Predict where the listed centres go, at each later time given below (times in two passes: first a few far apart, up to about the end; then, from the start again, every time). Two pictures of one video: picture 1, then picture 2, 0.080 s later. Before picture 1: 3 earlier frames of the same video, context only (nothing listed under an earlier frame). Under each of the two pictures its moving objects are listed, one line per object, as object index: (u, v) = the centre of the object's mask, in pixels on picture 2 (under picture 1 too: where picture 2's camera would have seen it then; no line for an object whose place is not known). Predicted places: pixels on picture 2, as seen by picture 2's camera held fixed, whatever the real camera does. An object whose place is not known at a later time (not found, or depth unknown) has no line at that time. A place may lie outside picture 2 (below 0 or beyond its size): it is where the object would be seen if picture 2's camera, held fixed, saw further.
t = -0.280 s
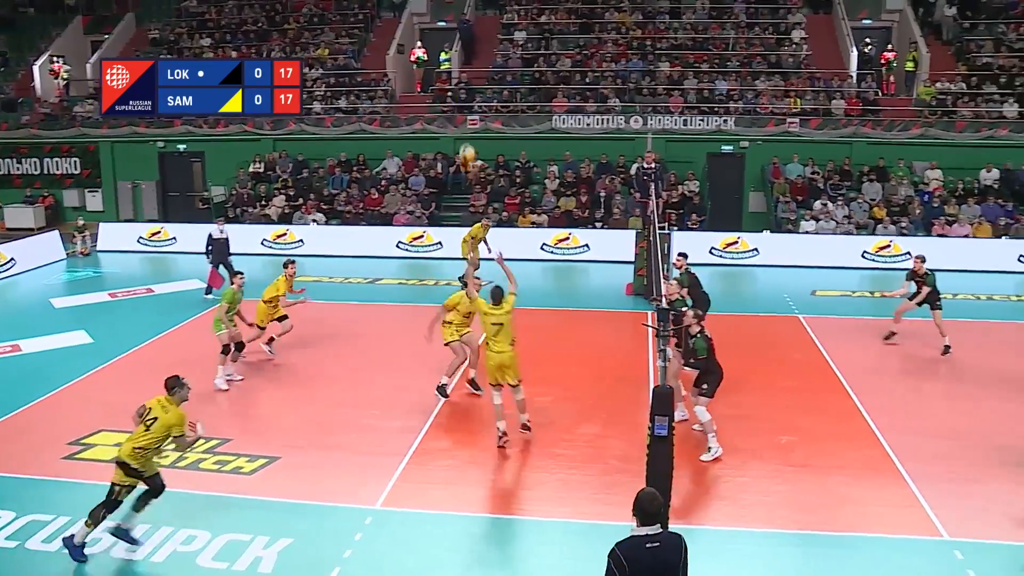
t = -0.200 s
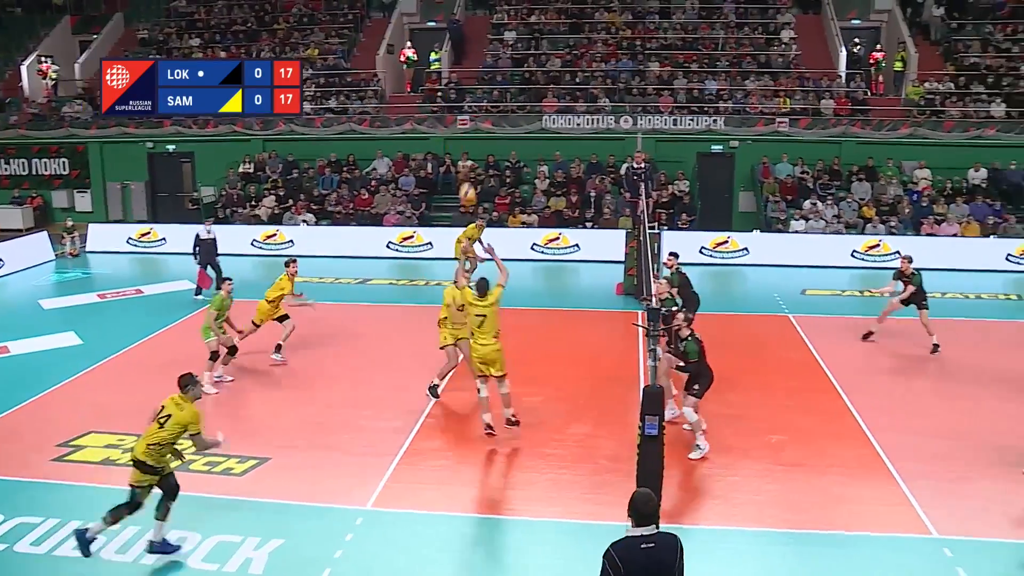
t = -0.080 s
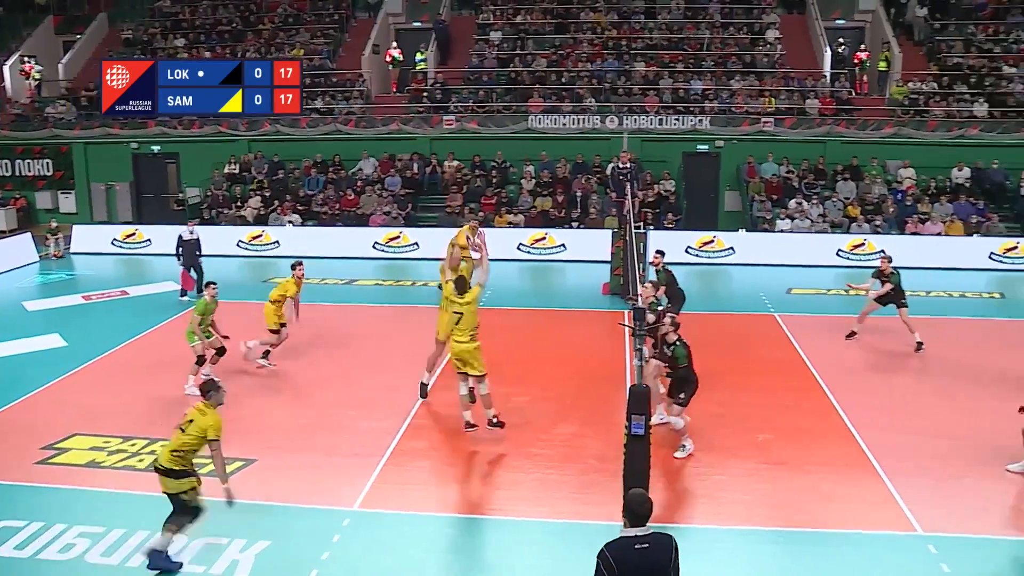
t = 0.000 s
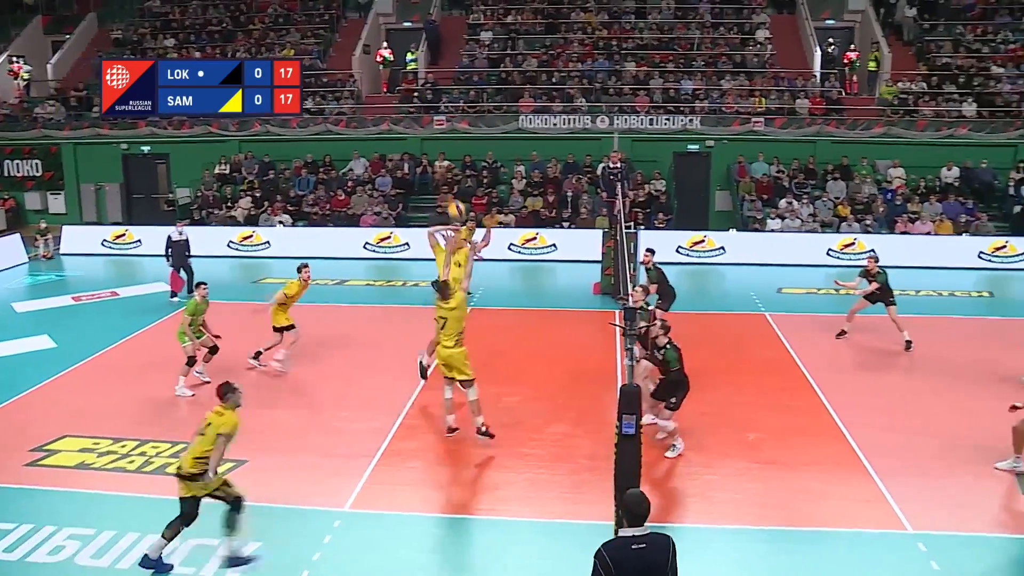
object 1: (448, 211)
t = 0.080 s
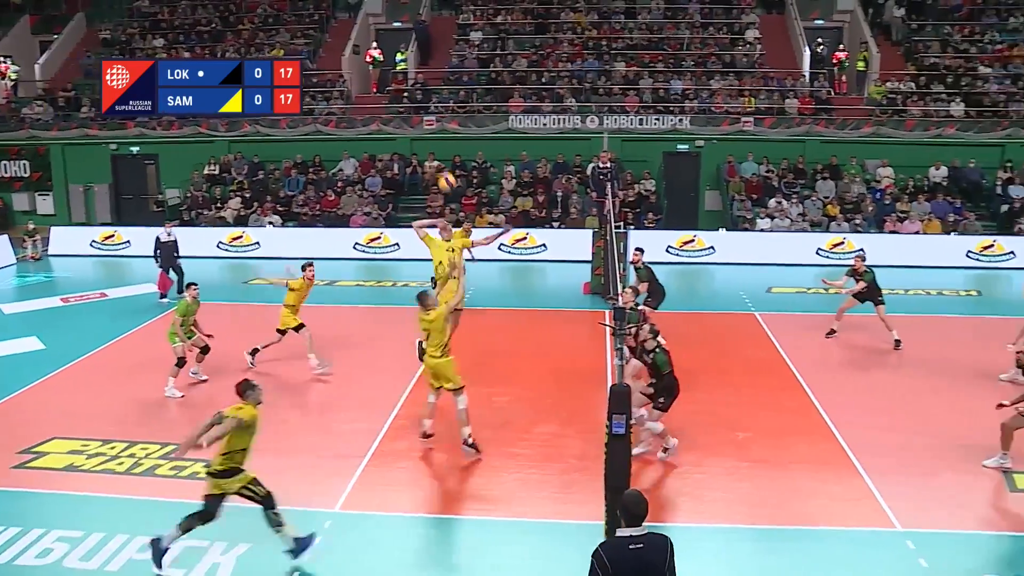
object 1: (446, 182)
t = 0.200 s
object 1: (446, 150)
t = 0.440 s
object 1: (442, 118)
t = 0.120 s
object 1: (446, 170)
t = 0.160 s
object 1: (446, 158)
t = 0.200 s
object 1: (446, 150)
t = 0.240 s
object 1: (447, 141)
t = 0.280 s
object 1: (444, 134)
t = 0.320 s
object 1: (443, 128)
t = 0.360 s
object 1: (442, 123)
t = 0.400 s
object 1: (442, 120)
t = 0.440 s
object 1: (442, 118)
